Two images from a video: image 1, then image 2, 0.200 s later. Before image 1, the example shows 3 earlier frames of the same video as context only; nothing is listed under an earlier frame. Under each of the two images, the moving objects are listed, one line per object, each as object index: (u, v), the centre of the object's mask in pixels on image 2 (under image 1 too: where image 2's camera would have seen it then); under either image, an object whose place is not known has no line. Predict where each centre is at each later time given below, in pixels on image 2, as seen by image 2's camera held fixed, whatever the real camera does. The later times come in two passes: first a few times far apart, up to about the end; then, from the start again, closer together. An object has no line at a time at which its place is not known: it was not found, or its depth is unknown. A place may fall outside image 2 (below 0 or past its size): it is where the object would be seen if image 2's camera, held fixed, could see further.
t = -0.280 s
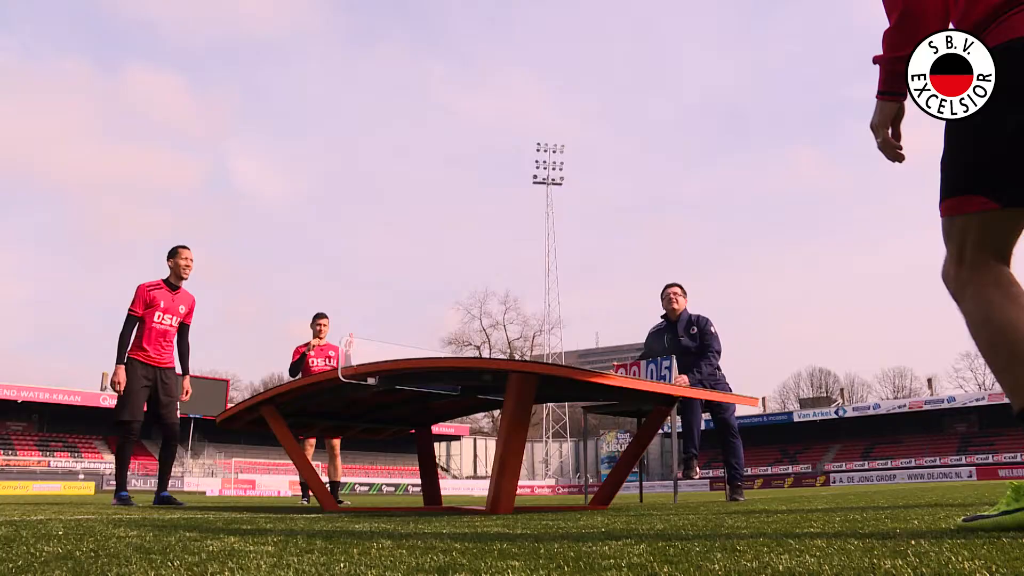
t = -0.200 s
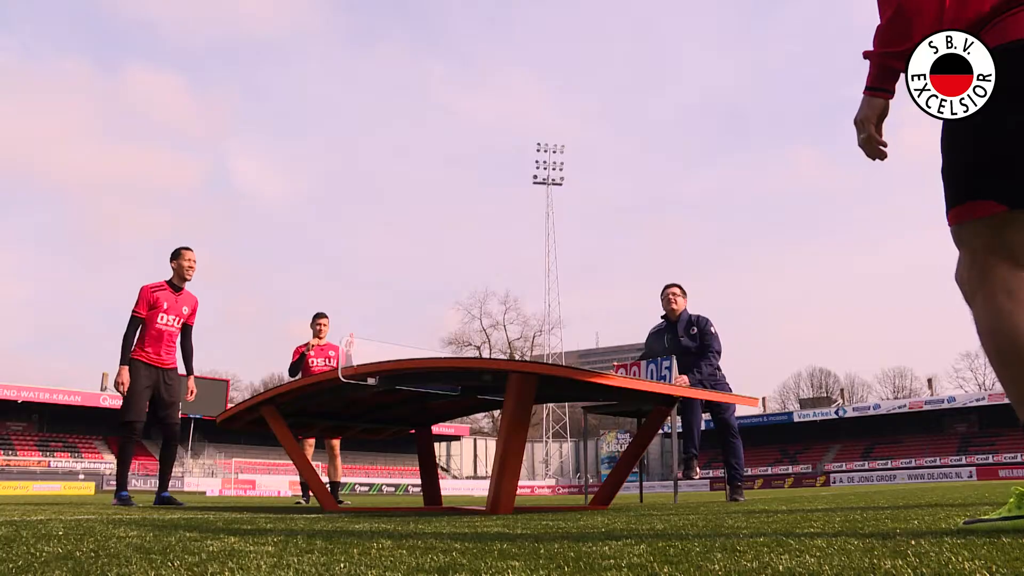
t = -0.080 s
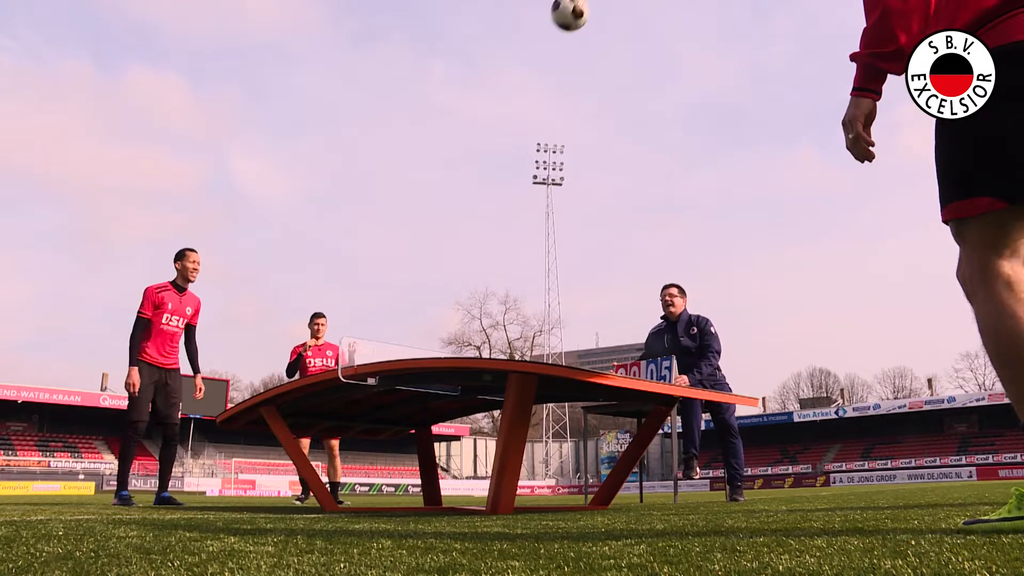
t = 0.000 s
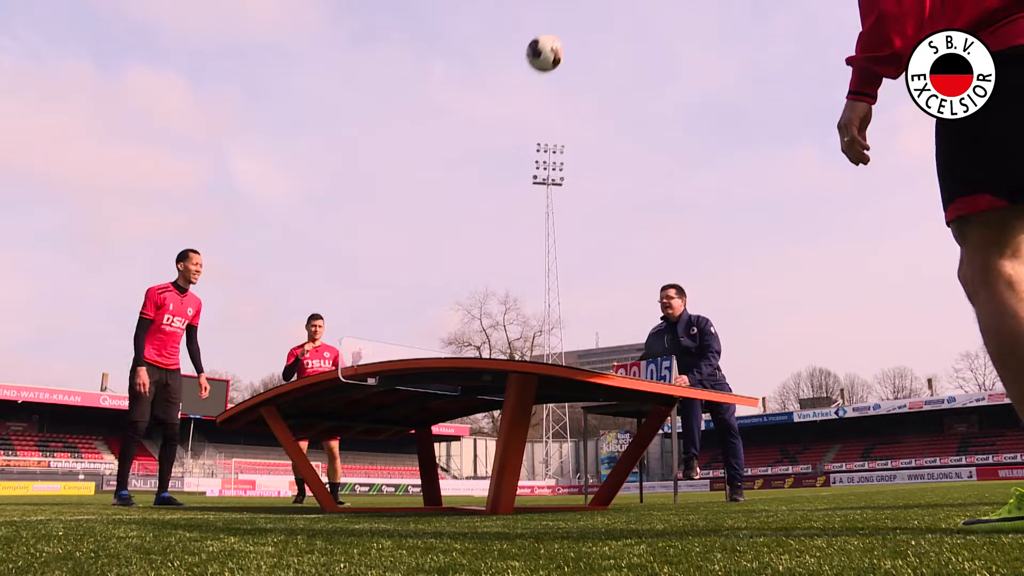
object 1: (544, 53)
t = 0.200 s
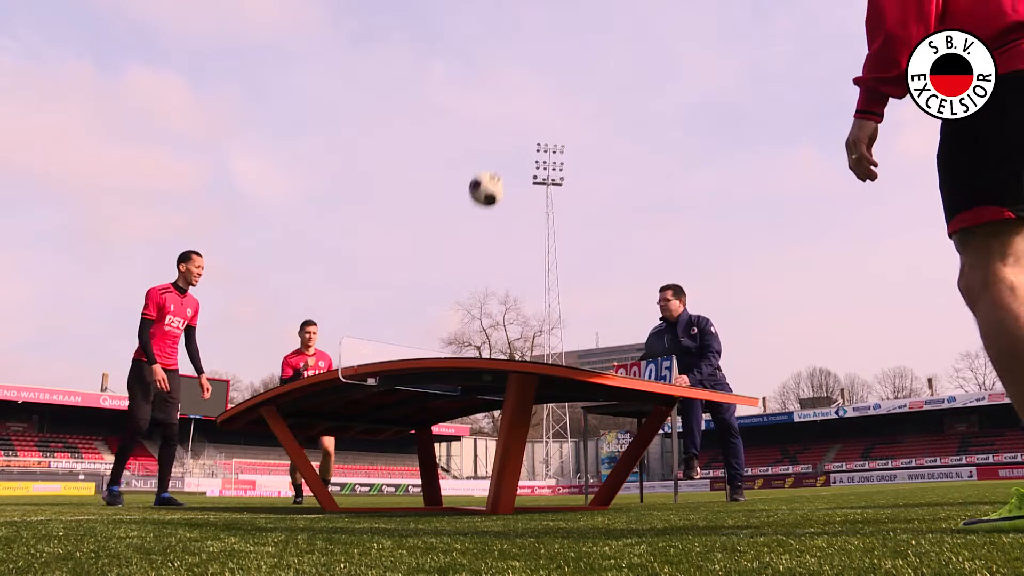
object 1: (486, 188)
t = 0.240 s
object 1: (475, 221)
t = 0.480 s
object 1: (413, 346)
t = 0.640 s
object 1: (378, 293)
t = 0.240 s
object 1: (475, 221)
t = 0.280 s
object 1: (464, 256)
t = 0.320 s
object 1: (454, 292)
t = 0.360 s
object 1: (444, 331)
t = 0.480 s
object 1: (413, 346)
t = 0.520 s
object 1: (404, 331)
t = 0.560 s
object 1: (394, 317)
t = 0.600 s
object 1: (386, 304)
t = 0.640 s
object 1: (378, 293)
